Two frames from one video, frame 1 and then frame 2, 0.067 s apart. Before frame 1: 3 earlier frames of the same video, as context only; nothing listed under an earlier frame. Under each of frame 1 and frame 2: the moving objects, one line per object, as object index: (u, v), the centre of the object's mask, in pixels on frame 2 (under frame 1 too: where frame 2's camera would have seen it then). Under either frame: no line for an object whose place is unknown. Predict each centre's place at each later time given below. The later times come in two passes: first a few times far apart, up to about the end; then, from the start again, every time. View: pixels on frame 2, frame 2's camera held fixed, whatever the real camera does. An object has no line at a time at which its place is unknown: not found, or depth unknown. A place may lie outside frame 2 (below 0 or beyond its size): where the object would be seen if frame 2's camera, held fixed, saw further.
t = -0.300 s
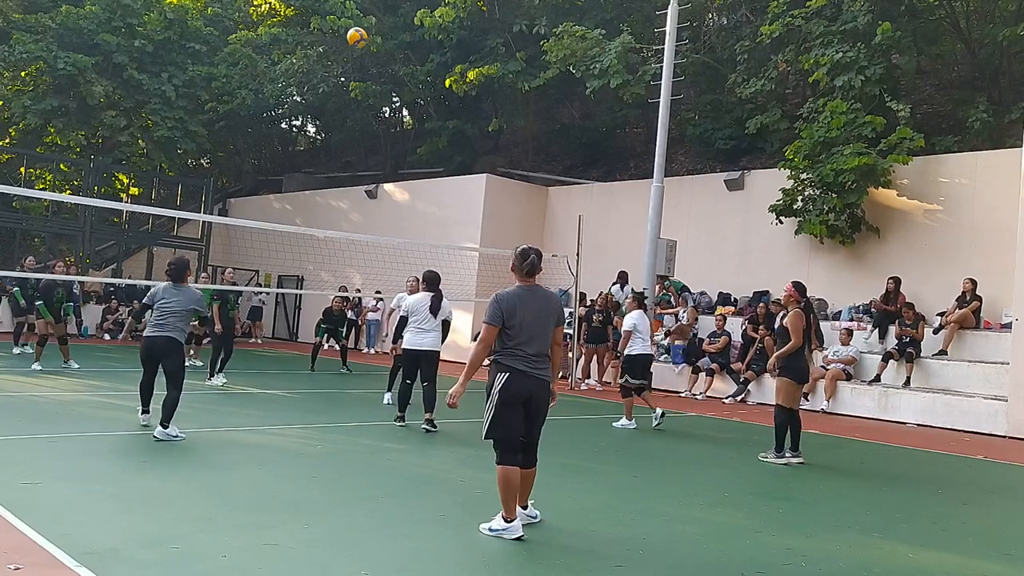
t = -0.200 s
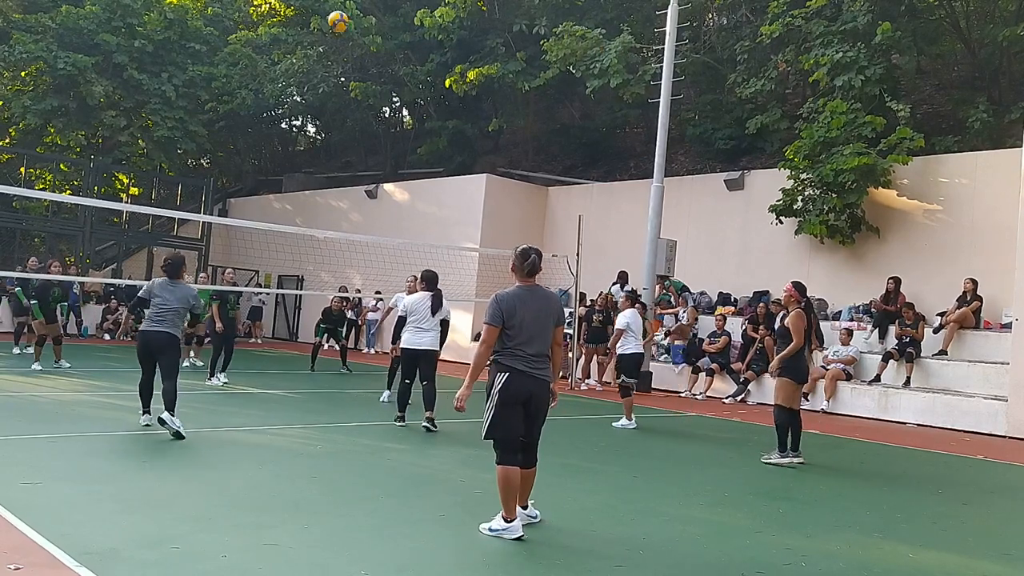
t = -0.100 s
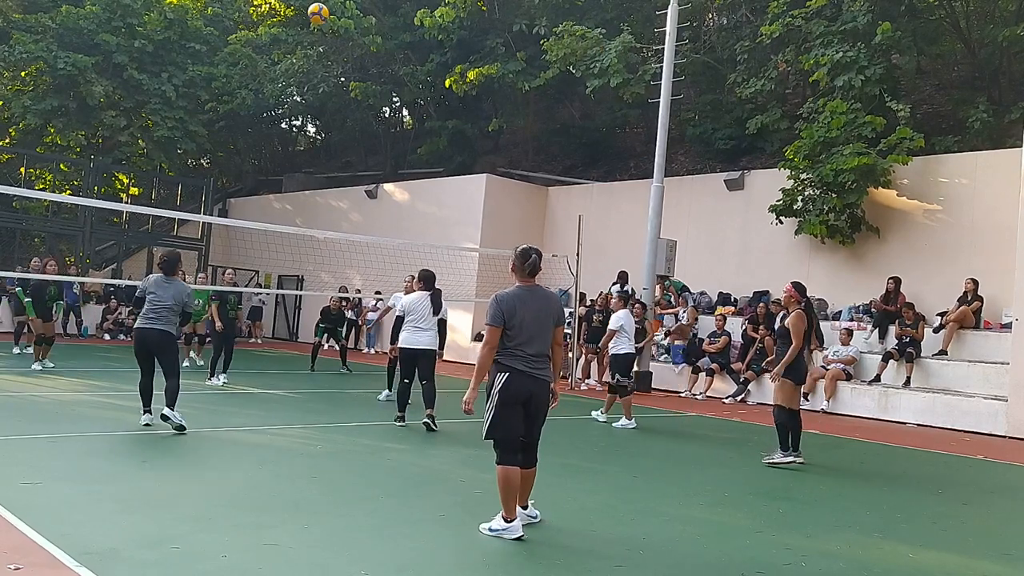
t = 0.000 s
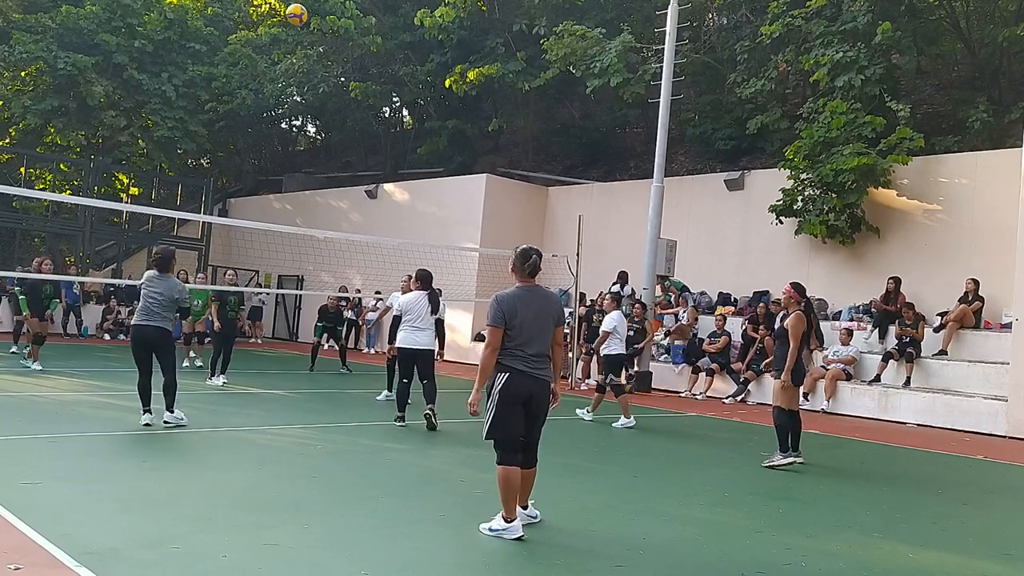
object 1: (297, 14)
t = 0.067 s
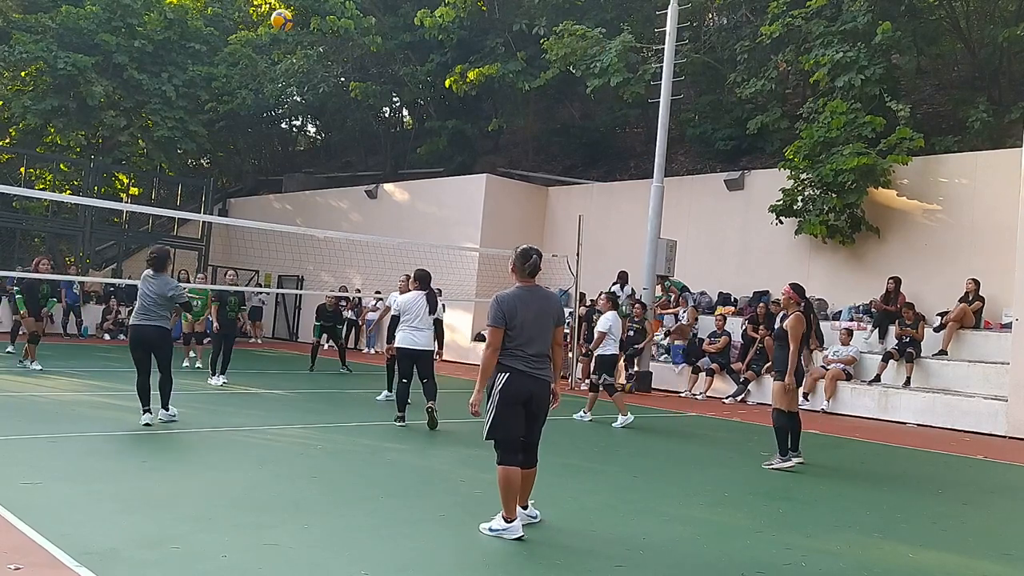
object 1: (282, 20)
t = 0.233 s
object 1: (242, 53)
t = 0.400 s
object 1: (200, 113)
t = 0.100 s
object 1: (274, 24)
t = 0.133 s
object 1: (266, 30)
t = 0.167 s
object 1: (258, 36)
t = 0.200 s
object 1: (251, 44)
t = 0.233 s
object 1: (242, 53)
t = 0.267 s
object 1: (234, 63)
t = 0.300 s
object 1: (226, 73)
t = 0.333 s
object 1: (218, 85)
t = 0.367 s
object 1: (209, 99)
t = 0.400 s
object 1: (200, 113)
